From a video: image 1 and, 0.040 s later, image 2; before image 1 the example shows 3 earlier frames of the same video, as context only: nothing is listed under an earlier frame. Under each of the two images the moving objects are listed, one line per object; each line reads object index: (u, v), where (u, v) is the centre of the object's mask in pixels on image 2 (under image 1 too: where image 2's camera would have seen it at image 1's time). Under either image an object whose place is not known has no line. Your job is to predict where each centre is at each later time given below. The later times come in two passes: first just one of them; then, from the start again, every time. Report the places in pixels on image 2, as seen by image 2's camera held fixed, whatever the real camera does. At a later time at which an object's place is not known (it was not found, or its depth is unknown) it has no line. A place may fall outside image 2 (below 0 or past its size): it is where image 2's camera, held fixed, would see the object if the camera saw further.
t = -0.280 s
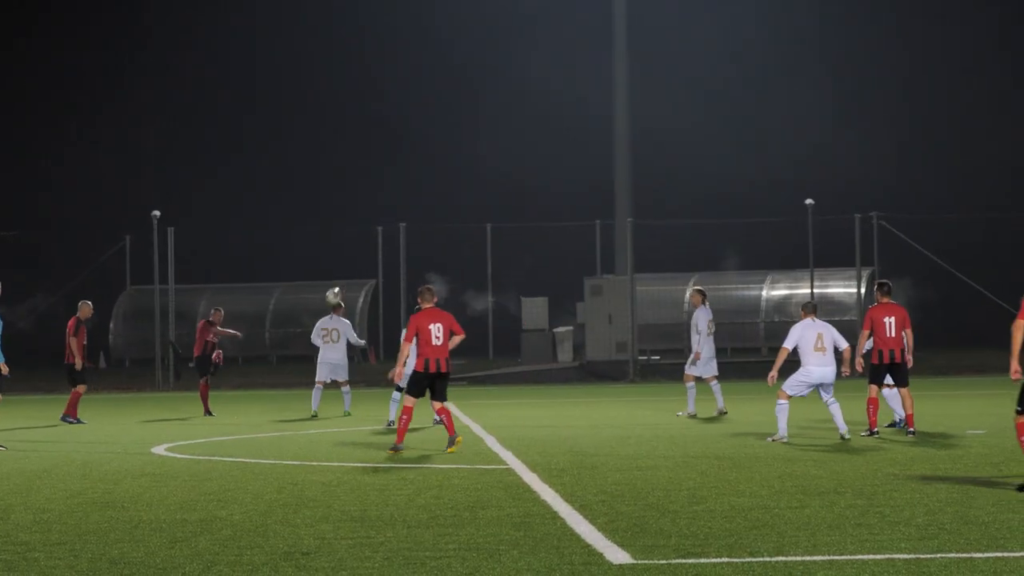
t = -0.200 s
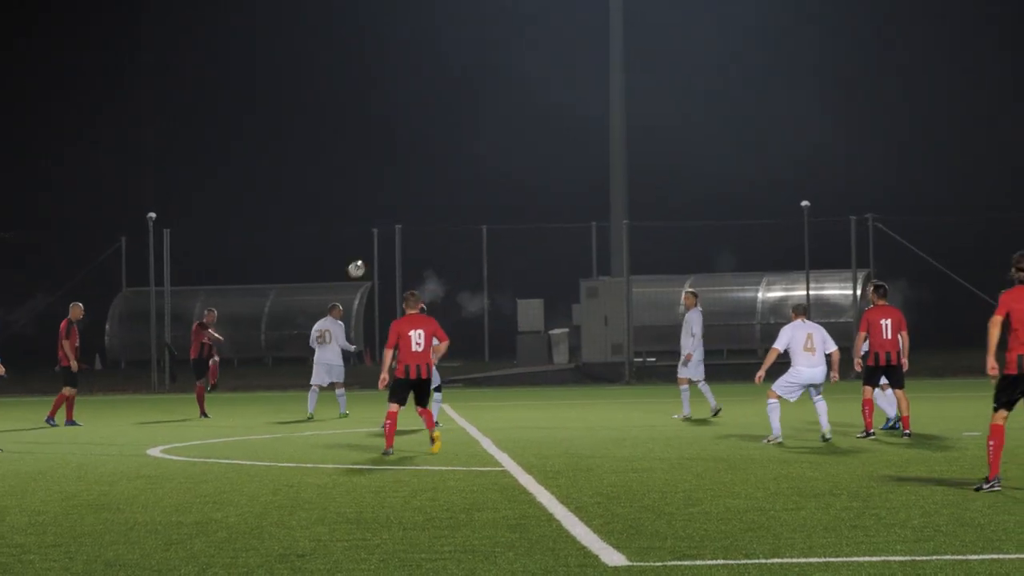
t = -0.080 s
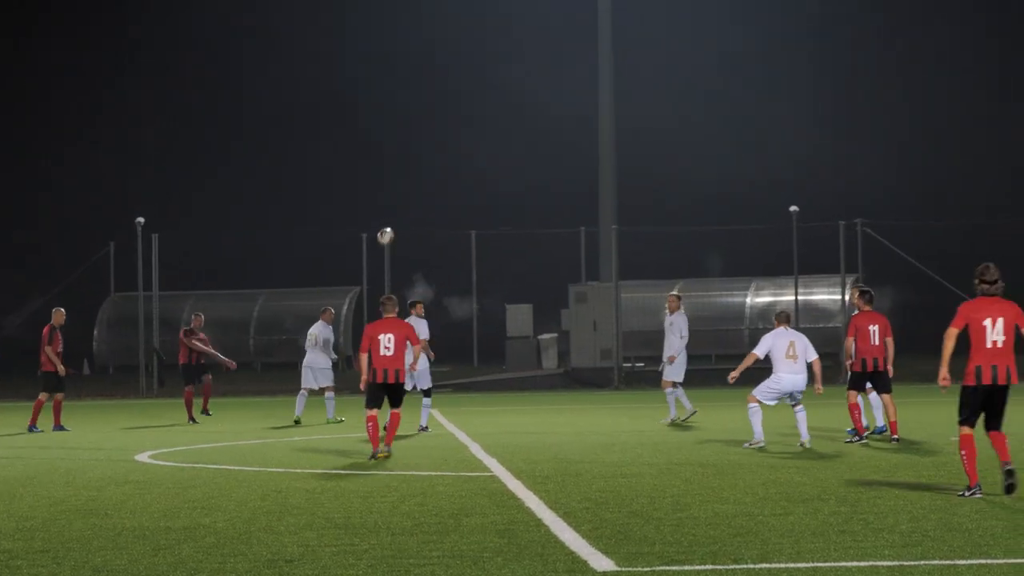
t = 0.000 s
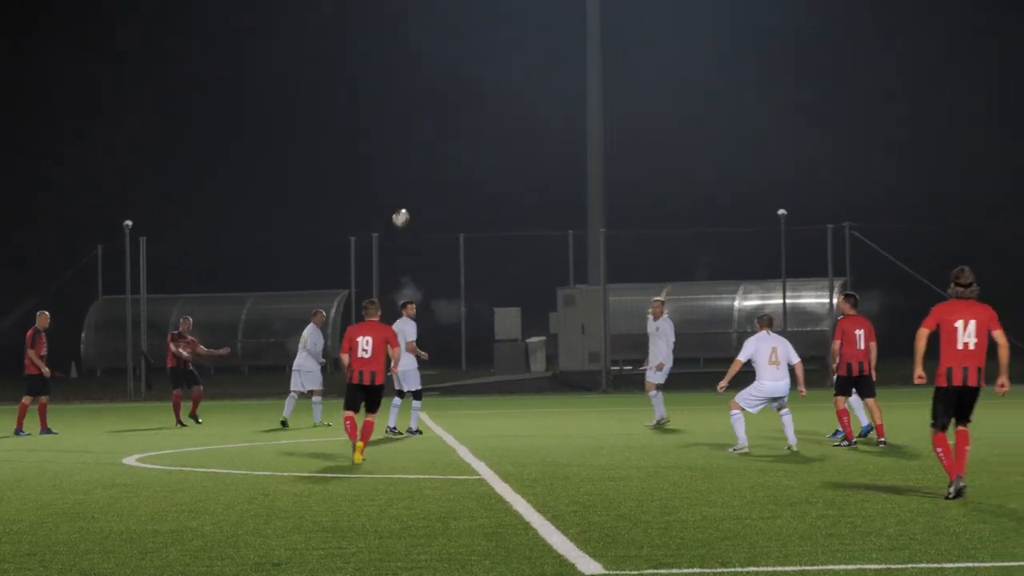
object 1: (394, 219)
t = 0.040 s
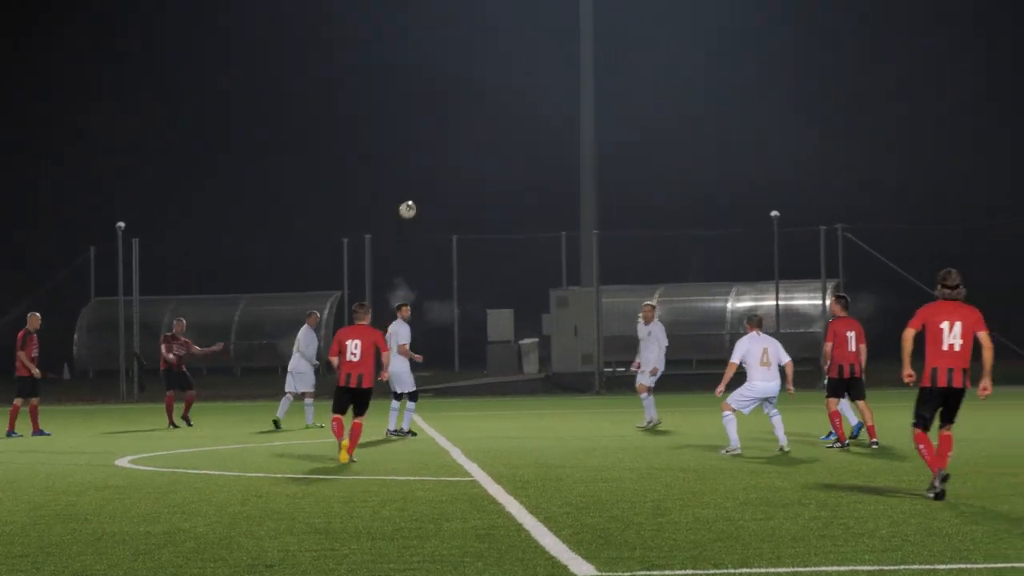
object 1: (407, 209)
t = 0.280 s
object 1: (484, 171)
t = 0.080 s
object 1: (420, 201)
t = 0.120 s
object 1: (433, 193)
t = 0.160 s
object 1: (446, 186)
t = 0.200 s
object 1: (459, 180)
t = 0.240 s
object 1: (471, 175)
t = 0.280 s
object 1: (484, 171)
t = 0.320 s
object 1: (496, 168)
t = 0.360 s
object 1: (508, 166)
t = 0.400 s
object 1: (520, 165)
